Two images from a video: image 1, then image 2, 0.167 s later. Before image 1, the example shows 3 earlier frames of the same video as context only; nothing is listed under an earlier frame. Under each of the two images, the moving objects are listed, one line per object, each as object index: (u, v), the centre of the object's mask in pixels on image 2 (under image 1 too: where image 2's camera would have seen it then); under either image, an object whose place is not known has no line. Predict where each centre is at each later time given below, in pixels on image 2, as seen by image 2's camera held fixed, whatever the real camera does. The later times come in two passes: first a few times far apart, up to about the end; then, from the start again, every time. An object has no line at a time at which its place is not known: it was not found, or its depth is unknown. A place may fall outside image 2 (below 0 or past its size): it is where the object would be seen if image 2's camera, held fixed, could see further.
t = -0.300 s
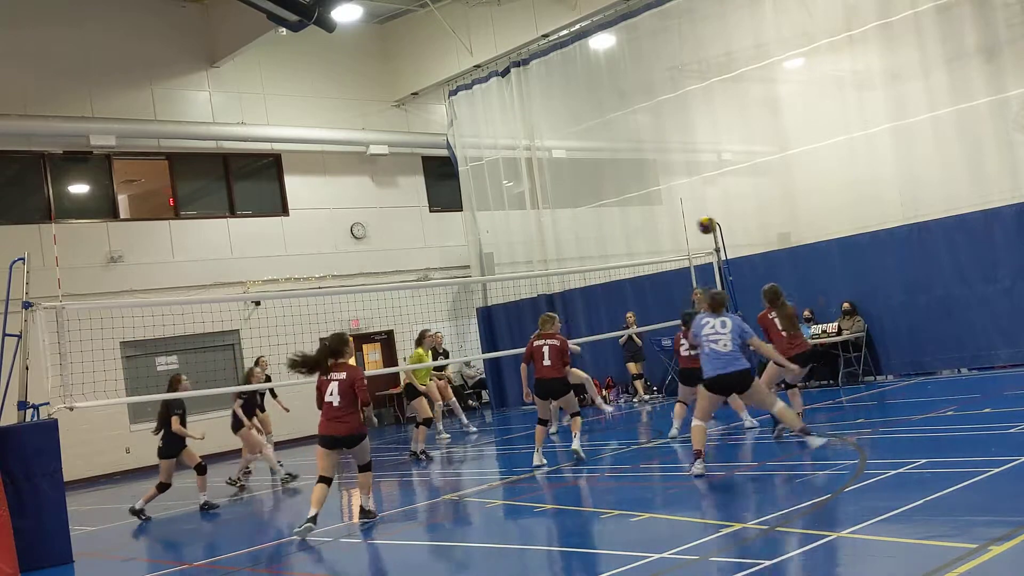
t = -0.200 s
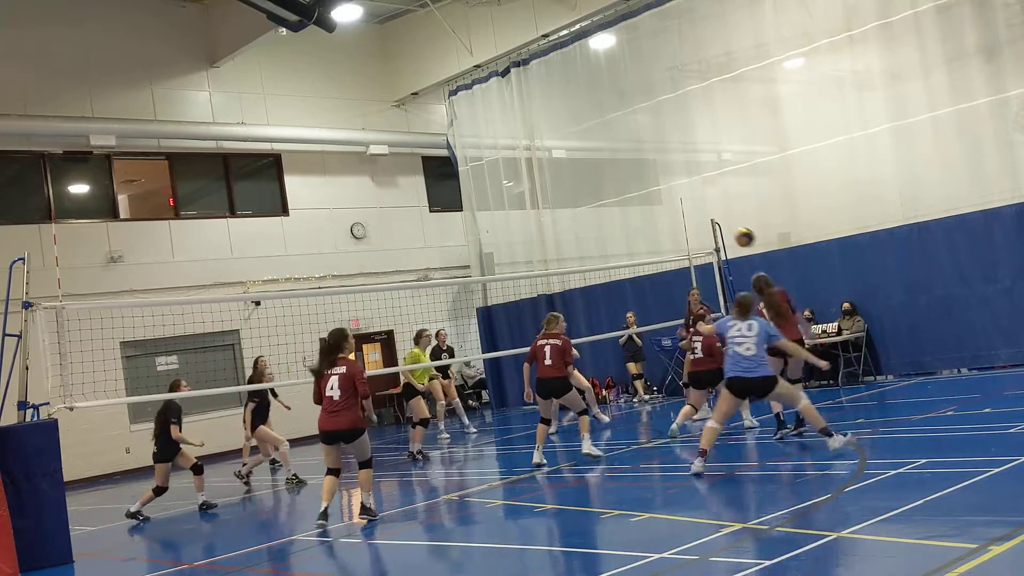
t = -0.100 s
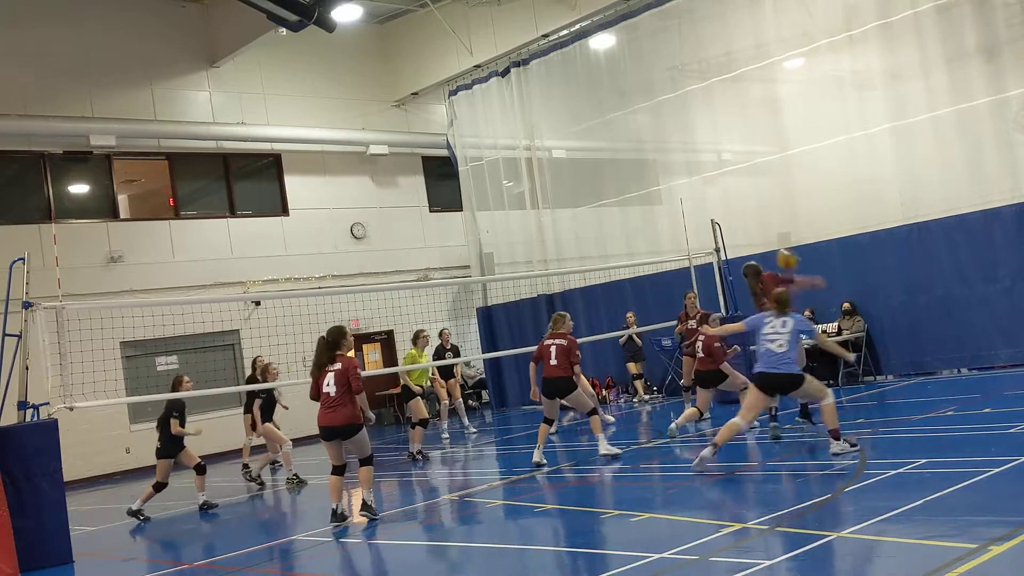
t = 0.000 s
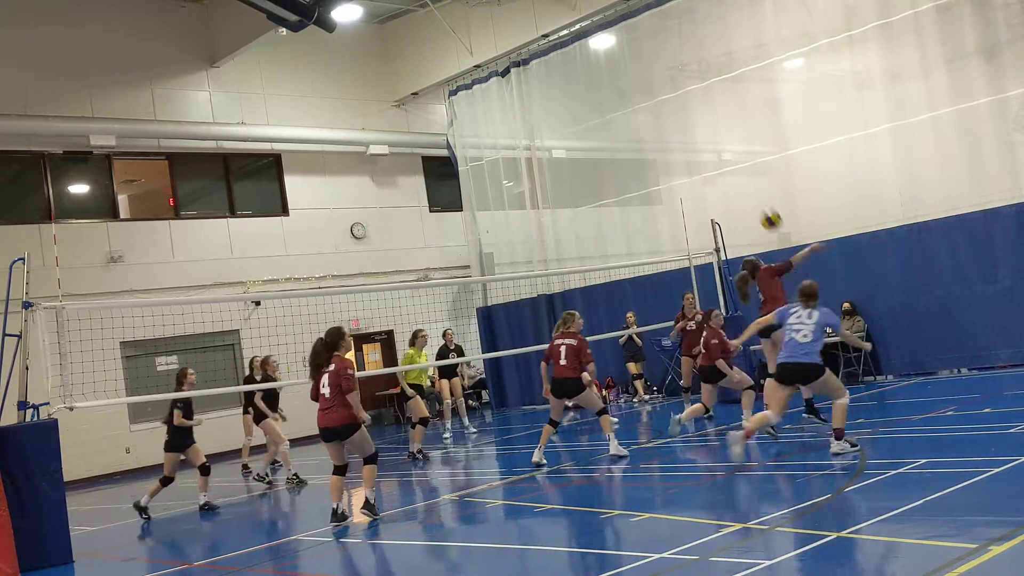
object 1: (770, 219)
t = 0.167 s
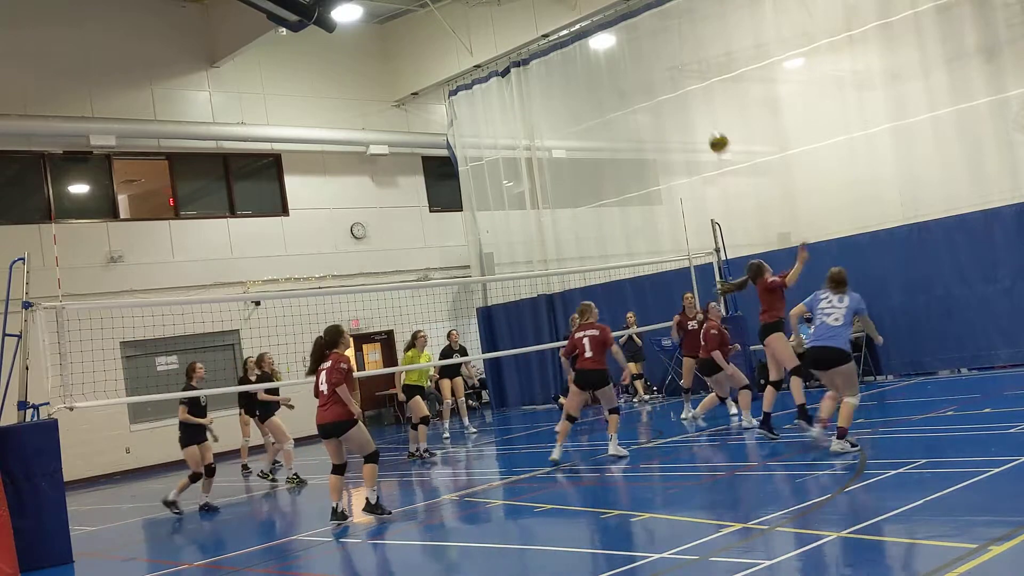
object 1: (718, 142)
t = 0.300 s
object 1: (684, 103)
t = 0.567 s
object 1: (629, 75)
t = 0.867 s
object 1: (582, 115)
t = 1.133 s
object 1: (556, 205)
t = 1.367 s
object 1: (542, 317)
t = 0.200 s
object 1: (709, 130)
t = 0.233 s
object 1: (700, 120)
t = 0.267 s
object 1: (692, 111)
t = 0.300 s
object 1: (684, 103)
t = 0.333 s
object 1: (676, 96)
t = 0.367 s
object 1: (669, 90)
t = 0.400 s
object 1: (661, 85)
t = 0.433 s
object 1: (654, 81)
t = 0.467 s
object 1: (647, 78)
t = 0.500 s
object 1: (641, 76)
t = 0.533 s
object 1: (634, 75)
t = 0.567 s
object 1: (629, 75)
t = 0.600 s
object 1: (623, 76)
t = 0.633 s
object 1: (617, 78)
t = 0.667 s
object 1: (611, 81)
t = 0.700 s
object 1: (606, 84)
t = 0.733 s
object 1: (601, 89)
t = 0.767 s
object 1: (596, 94)
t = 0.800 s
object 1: (591, 101)
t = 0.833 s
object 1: (587, 107)
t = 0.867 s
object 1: (582, 115)
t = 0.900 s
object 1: (579, 123)
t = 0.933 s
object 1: (575, 133)
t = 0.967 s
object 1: (571, 144)
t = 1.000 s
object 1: (567, 154)
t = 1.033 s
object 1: (564, 166)
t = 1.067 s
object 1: (561, 178)
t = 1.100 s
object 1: (559, 191)
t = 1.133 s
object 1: (556, 205)
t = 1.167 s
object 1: (554, 220)
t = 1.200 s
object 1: (551, 234)
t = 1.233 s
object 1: (549, 250)
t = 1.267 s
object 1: (547, 265)
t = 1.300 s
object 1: (545, 283)
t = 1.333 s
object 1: (543, 300)
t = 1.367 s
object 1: (542, 317)
